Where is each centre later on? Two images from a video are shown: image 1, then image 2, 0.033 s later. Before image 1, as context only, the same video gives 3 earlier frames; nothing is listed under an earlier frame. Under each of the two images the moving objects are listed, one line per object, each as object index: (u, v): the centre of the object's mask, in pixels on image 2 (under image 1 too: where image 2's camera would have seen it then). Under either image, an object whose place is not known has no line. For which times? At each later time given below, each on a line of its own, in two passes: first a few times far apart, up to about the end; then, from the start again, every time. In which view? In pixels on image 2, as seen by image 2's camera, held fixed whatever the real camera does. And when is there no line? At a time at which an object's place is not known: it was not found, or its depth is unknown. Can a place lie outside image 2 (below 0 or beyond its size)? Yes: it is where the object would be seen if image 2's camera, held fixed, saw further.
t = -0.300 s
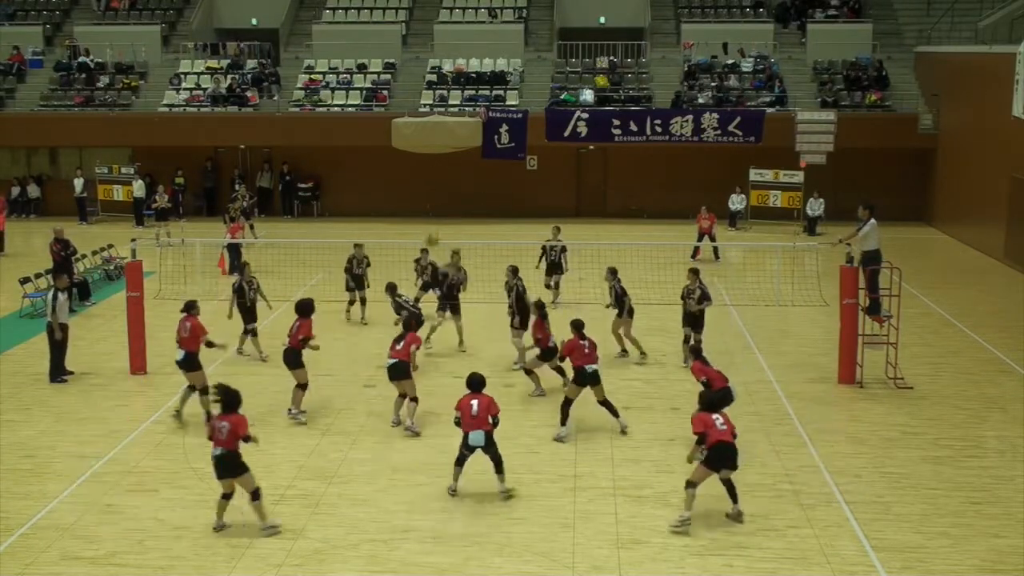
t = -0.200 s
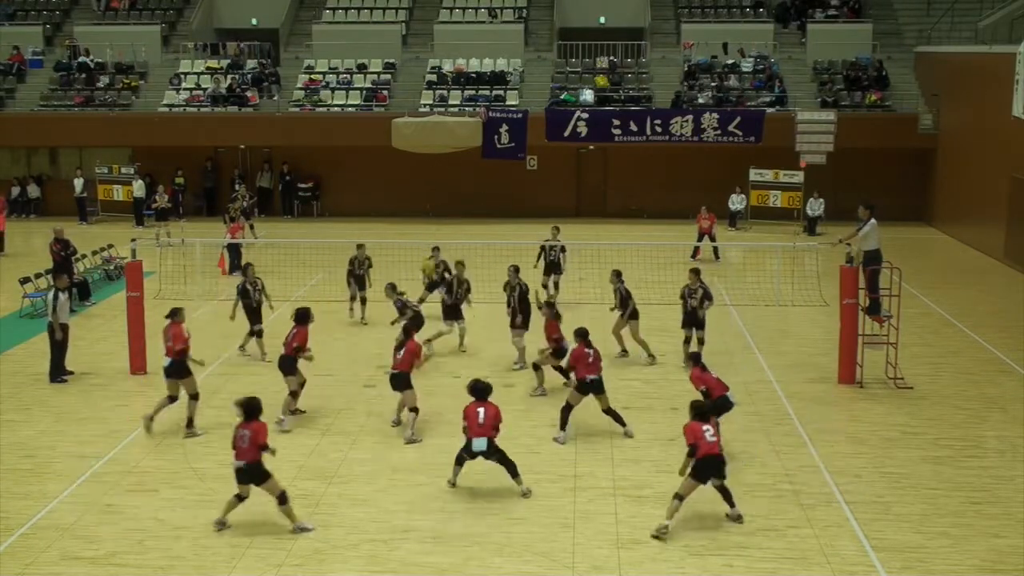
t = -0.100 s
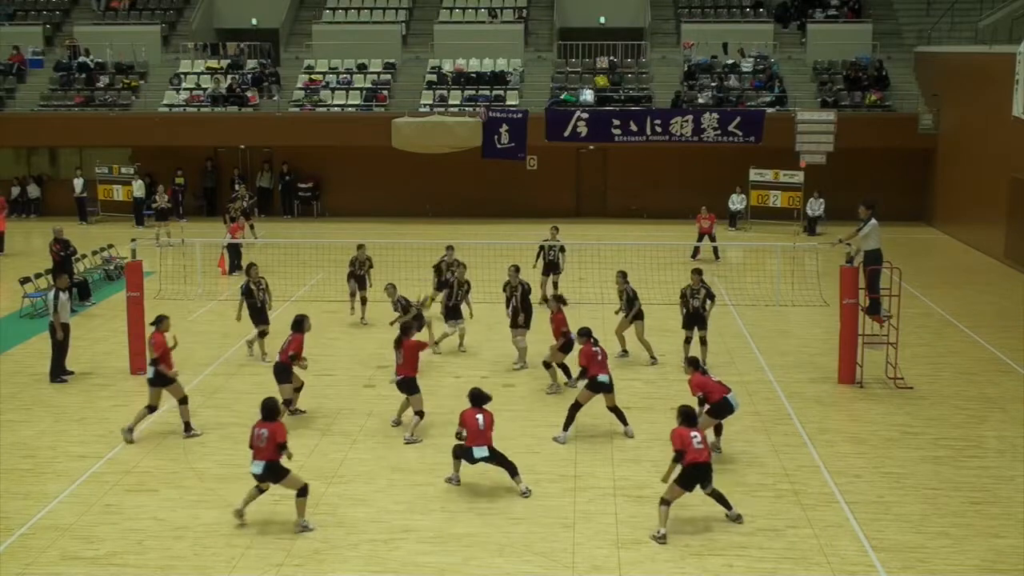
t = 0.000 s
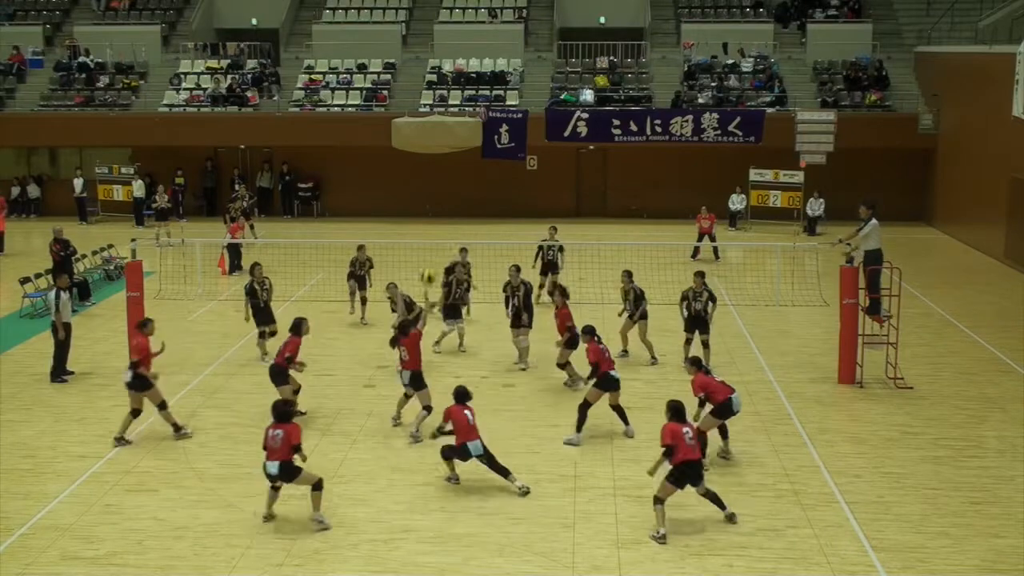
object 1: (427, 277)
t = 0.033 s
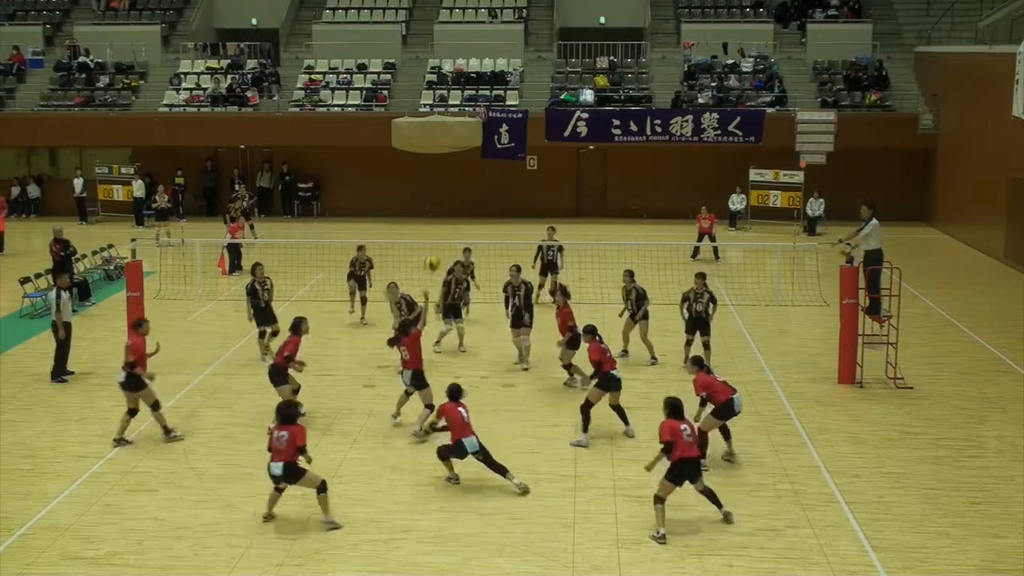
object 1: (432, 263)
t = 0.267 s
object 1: (459, 193)
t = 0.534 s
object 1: (489, 161)
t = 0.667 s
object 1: (503, 164)
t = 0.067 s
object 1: (437, 250)
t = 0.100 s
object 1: (440, 238)
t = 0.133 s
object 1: (444, 226)
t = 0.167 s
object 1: (447, 216)
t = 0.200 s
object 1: (451, 209)
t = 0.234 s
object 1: (455, 202)
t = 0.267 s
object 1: (459, 193)
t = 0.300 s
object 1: (463, 186)
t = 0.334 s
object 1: (467, 180)
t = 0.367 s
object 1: (470, 175)
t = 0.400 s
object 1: (474, 170)
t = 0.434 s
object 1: (477, 167)
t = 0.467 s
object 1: (481, 164)
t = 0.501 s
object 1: (484, 162)
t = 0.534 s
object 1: (489, 161)
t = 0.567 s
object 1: (493, 161)
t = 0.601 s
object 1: (497, 161)
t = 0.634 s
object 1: (500, 162)
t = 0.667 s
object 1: (503, 164)
